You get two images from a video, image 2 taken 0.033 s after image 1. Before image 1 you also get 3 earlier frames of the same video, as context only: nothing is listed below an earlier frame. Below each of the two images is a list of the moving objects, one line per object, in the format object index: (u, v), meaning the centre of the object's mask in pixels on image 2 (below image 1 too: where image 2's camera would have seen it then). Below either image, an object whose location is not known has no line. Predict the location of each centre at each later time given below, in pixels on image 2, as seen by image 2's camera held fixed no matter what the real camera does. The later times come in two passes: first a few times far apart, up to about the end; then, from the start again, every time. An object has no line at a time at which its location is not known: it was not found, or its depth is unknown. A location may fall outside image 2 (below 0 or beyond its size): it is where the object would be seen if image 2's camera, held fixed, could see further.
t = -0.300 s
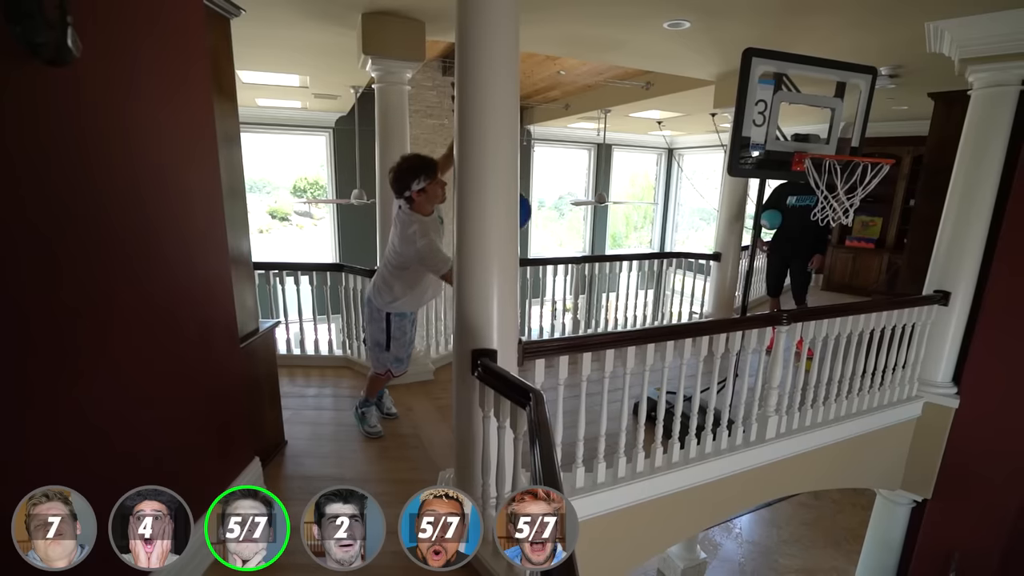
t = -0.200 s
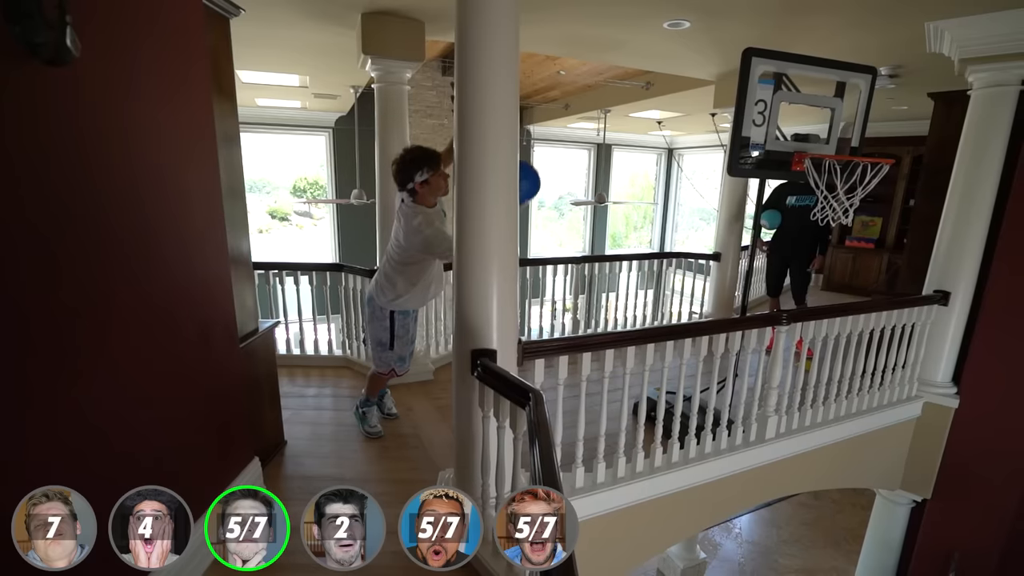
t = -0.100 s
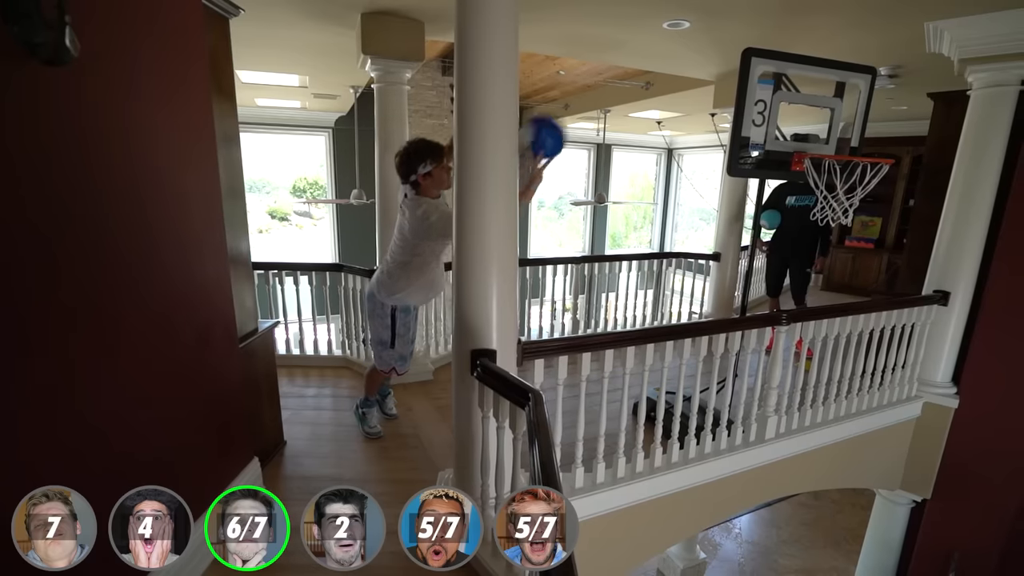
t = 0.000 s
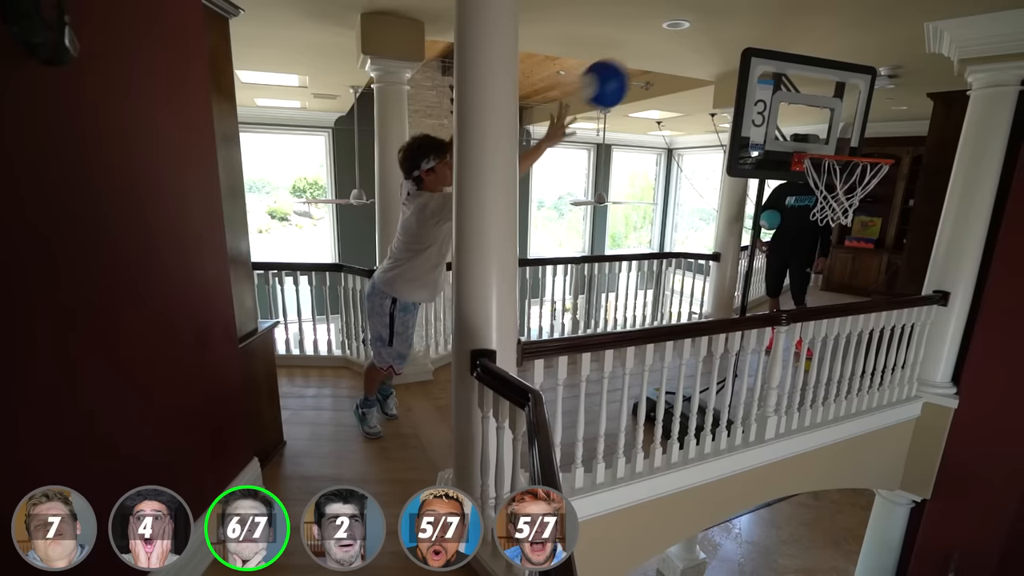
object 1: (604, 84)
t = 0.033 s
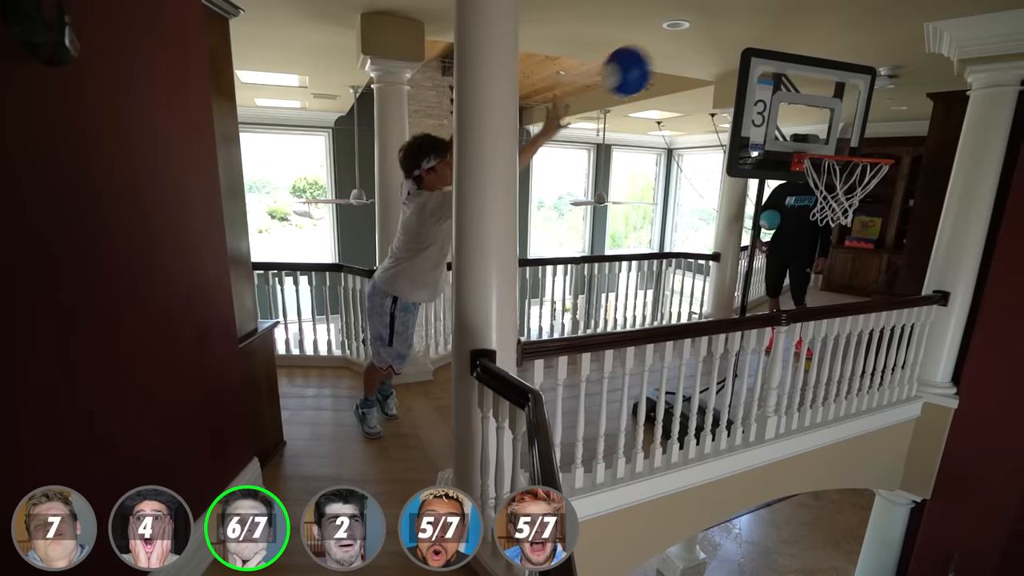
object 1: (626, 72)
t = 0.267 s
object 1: (778, 54)
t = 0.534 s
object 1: (890, 139)
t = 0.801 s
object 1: (908, 126)
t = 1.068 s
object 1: (919, 235)
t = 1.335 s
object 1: (909, 449)
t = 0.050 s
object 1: (638, 66)
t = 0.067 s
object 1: (649, 61)
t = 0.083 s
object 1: (659, 57)
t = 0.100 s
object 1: (671, 53)
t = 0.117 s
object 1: (681, 50)
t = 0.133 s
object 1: (693, 48)
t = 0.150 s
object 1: (703, 47)
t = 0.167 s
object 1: (714, 46)
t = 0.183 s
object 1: (725, 45)
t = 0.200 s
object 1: (735, 46)
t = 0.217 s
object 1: (745, 47)
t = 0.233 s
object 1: (756, 49)
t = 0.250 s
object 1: (766, 52)
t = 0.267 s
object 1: (778, 54)
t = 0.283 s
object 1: (788, 58)
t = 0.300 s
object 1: (796, 64)
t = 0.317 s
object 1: (806, 68)
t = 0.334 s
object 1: (817, 74)
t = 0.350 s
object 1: (826, 82)
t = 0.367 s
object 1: (835, 88)
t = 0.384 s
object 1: (844, 97)
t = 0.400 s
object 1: (852, 105)
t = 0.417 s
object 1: (862, 115)
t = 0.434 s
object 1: (870, 126)
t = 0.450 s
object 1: (880, 136)
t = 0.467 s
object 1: (884, 143)
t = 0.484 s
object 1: (884, 148)
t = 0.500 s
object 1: (885, 148)
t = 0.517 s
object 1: (888, 145)
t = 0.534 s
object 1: (890, 139)
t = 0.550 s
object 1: (891, 134)
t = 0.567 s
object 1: (893, 130)
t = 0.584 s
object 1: (895, 124)
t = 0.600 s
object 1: (897, 121)
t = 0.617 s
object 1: (898, 118)
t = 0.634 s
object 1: (900, 115)
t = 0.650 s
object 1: (901, 113)
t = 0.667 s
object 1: (903, 112)
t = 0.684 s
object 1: (904, 111)
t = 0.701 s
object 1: (905, 111)
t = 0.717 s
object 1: (905, 112)
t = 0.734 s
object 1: (906, 113)
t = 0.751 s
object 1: (907, 115)
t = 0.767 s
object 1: (907, 118)
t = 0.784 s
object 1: (908, 121)
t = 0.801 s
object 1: (908, 126)
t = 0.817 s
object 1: (908, 130)
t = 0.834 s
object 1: (908, 135)
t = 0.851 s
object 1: (908, 141)
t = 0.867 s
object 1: (908, 146)
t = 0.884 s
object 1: (910, 151)
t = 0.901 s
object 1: (912, 156)
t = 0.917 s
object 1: (915, 163)
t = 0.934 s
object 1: (916, 169)
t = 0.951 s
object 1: (915, 175)
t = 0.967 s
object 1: (915, 180)
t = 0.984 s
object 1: (916, 187)
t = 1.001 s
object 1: (917, 197)
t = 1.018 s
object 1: (918, 205)
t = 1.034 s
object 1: (919, 214)
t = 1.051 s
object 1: (918, 225)
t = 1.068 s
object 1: (919, 235)
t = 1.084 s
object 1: (919, 245)
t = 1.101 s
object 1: (919, 257)
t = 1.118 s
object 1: (919, 268)
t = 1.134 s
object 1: (919, 280)
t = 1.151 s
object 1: (919, 290)
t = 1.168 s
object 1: (920, 303)
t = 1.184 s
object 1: (919, 316)
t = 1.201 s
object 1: (919, 331)
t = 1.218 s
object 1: (918, 345)
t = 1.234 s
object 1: (917, 359)
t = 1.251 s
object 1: (916, 374)
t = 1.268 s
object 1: (915, 389)
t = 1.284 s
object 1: (914, 404)
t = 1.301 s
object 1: (912, 419)
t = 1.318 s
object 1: (910, 433)
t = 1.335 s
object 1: (909, 449)
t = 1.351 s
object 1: (907, 465)
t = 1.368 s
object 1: (905, 481)
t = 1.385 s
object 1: (904, 494)
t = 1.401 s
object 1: (901, 513)
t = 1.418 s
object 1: (899, 530)
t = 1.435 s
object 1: (897, 546)
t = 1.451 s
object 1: (894, 560)
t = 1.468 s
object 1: (891, 568)
